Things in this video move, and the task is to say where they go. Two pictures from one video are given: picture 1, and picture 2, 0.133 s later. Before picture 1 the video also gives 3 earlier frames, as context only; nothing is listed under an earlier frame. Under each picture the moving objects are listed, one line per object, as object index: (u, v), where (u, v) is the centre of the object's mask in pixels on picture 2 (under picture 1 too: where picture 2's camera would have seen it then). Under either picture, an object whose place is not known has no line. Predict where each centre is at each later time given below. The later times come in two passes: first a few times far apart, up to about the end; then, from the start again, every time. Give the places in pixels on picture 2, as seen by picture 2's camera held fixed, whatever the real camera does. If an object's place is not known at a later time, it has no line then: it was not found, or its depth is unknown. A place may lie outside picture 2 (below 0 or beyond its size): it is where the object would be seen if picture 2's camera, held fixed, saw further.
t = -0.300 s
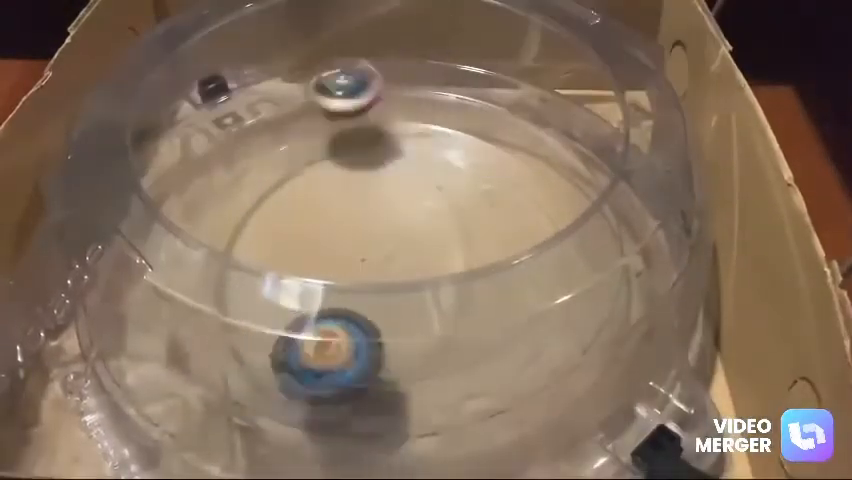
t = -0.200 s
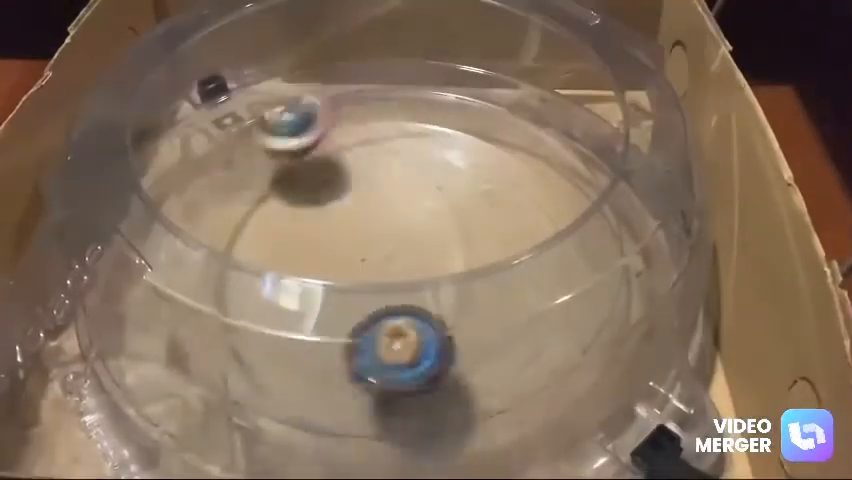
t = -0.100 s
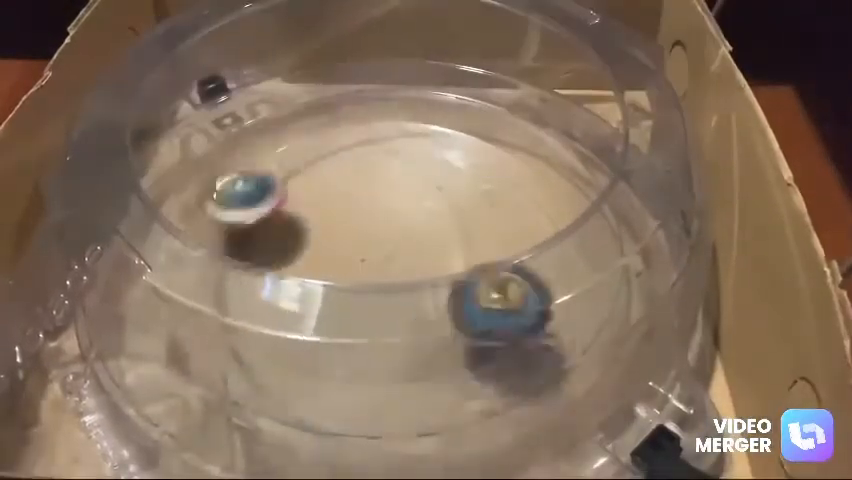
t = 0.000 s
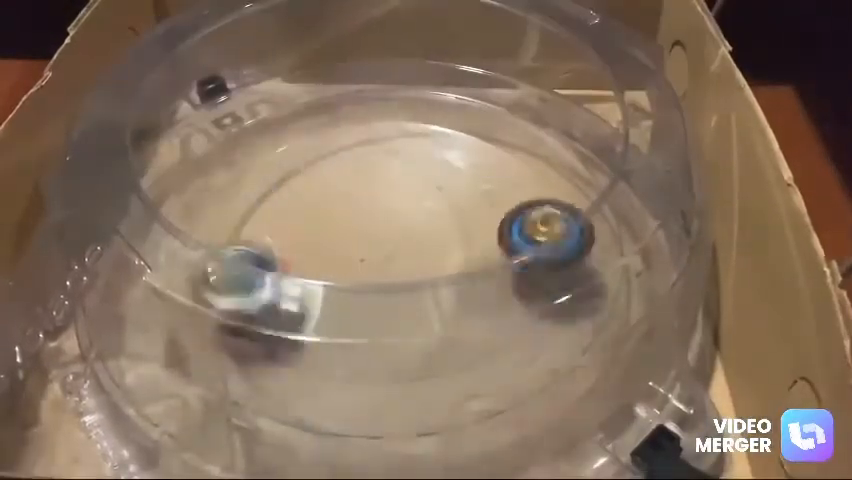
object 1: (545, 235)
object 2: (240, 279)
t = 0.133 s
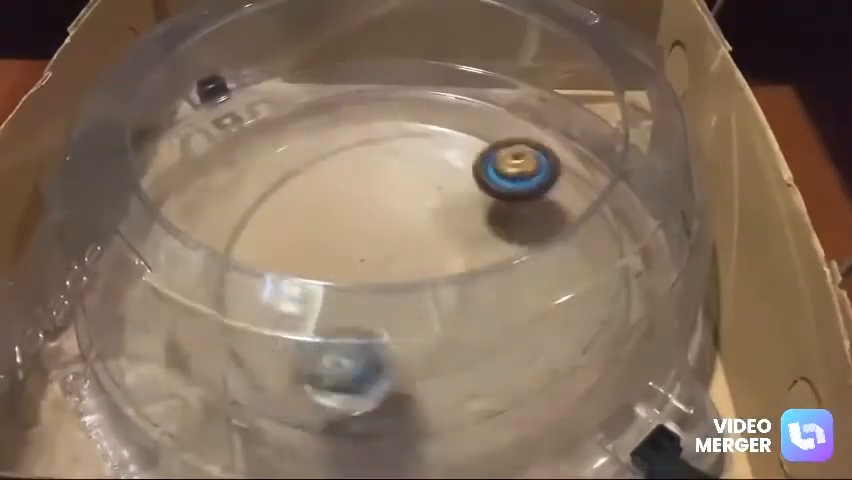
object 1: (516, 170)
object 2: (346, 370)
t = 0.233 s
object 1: (446, 158)
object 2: (462, 402)
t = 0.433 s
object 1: (301, 231)
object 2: (611, 319)
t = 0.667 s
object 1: (435, 309)
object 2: (565, 163)
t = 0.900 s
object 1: (521, 210)
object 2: (369, 109)
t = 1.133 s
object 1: (369, 159)
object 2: (148, 223)
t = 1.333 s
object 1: (259, 254)
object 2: (226, 360)
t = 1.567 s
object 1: (403, 321)
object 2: (478, 389)
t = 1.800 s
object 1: (473, 215)
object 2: (614, 248)
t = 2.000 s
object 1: (343, 166)
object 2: (564, 142)
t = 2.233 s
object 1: (264, 240)
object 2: (413, 87)
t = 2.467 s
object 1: (390, 283)
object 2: (247, 109)
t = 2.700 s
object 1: (444, 186)
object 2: (148, 239)
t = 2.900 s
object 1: (330, 164)
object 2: (261, 385)
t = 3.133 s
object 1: (302, 239)
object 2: (550, 354)
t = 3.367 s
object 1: (434, 260)
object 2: (601, 185)
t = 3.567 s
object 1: (448, 180)
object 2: (496, 92)
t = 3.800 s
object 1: (348, 181)
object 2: (315, 83)
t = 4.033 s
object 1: (342, 259)
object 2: (160, 191)
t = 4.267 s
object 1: (478, 243)
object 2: (206, 339)
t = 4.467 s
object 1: (457, 181)
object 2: (363, 404)
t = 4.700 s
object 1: (336, 199)
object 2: (564, 343)
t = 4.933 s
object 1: (348, 293)
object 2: (616, 218)
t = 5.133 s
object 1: (447, 281)
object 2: (556, 130)
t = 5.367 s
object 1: (432, 211)
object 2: (426, 88)
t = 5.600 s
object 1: (337, 214)
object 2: (289, 105)
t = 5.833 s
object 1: (367, 255)
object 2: (185, 185)
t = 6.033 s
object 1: (406, 240)
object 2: (186, 287)
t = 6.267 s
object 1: (352, 210)
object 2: (318, 379)
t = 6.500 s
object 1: (355, 252)
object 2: (509, 357)
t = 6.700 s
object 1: (418, 238)
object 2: (593, 271)
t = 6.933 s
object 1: (394, 214)
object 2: (571, 161)
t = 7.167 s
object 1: (374, 231)
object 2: (457, 103)
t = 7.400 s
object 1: (381, 235)
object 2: (325, 101)
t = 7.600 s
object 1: (384, 232)
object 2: (224, 149)
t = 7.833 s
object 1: (385, 232)
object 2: (182, 254)
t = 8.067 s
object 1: (386, 233)
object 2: (270, 353)
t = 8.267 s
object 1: (388, 234)
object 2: (416, 376)
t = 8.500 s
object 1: (388, 234)
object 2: (557, 308)
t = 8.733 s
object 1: (387, 235)
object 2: (580, 200)
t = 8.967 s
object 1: (384, 236)
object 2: (503, 124)
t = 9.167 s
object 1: (383, 236)
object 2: (366, 123)
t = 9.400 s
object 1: (383, 236)
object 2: (246, 225)
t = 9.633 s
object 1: (383, 236)
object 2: (374, 330)
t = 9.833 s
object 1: (383, 235)
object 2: (506, 272)
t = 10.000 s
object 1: (384, 235)
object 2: (493, 178)
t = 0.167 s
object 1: (496, 162)
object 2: (389, 394)
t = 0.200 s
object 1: (473, 158)
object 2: (425, 403)
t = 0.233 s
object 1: (446, 158)
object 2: (462, 402)
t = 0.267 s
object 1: (419, 163)
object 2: (498, 399)
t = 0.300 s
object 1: (392, 170)
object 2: (538, 394)
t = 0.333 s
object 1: (362, 182)
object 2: (568, 385)
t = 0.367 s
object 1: (336, 194)
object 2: (589, 367)
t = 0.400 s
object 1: (314, 210)
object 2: (602, 342)
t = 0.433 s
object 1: (301, 231)
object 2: (611, 319)
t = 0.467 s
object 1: (299, 244)
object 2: (615, 295)
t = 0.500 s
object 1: (312, 258)
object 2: (621, 273)
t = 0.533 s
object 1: (326, 286)
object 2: (616, 247)
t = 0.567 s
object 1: (348, 302)
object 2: (607, 227)
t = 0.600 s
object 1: (377, 311)
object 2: (593, 203)
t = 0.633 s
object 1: (409, 313)
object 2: (576, 176)
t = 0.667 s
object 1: (435, 309)
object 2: (565, 163)
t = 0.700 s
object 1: (464, 306)
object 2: (545, 147)
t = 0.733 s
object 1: (487, 298)
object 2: (521, 136)
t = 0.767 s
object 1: (504, 279)
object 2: (498, 122)
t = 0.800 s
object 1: (517, 261)
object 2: (471, 116)
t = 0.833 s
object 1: (524, 246)
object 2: (438, 110)
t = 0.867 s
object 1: (526, 225)
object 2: (405, 110)
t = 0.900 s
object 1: (521, 210)
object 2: (369, 109)
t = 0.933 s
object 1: (511, 193)
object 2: (330, 116)
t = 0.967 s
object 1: (497, 180)
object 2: (295, 126)
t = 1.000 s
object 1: (478, 168)
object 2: (263, 141)
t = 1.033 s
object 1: (454, 162)
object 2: (226, 161)
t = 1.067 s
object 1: (427, 158)
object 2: (198, 182)
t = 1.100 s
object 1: (399, 156)
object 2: (168, 203)
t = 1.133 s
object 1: (369, 159)
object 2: (148, 223)
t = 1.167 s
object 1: (341, 167)
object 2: (139, 238)
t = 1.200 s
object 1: (311, 180)
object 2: (142, 268)
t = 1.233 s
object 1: (288, 198)
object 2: (161, 294)
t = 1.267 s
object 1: (273, 216)
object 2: (182, 316)
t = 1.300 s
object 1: (262, 234)
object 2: (206, 334)
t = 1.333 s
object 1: (259, 254)
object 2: (226, 360)
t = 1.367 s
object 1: (265, 276)
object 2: (259, 376)
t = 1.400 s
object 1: (280, 295)
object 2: (286, 390)
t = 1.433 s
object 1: (301, 309)
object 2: (320, 398)
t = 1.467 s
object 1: (325, 320)
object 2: (355, 404)
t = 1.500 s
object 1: (351, 325)
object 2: (395, 403)
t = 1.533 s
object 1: (376, 325)
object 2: (436, 399)
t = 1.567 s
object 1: (403, 321)
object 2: (478, 389)
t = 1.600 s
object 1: (428, 311)
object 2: (512, 375)
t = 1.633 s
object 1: (447, 304)
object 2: (541, 358)
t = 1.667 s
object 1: (461, 287)
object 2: (569, 344)
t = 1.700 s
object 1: (473, 269)
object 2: (587, 321)
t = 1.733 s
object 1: (479, 252)
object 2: (605, 295)
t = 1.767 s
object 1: (480, 232)
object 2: (612, 271)
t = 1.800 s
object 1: (473, 215)
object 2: (614, 248)
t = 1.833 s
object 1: (461, 200)
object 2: (613, 231)
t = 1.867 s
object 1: (444, 186)
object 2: (609, 208)
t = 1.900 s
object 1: (422, 175)
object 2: (601, 190)
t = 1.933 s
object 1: (397, 167)
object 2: (589, 173)
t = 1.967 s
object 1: (371, 164)
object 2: (581, 158)
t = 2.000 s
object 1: (343, 166)
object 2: (564, 142)
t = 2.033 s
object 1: (317, 171)
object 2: (546, 129)
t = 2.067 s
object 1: (296, 181)
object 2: (527, 118)
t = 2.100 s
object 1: (279, 193)
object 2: (505, 109)
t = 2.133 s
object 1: (267, 206)
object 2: (485, 101)
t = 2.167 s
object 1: (260, 218)
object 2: (461, 96)
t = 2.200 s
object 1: (259, 232)
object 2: (437, 90)
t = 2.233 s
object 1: (264, 240)
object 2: (413, 87)
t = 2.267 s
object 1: (273, 248)
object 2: (388, 83)
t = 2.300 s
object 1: (288, 256)
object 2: (364, 84)
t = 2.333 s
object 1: (303, 262)
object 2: (340, 85)
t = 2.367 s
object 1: (328, 276)
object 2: (319, 89)
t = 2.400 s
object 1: (348, 284)
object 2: (296, 95)
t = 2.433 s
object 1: (366, 288)
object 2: (271, 100)
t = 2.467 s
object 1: (390, 283)
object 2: (247, 109)
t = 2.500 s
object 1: (412, 276)
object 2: (225, 120)
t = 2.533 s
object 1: (432, 267)
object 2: (207, 135)
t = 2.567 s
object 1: (449, 254)
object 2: (192, 152)
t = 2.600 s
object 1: (459, 237)
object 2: (174, 174)
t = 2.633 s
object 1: (462, 219)
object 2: (163, 192)
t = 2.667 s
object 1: (456, 202)
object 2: (155, 213)
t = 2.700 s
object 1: (444, 186)
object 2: (148, 239)
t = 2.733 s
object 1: (427, 174)
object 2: (154, 272)
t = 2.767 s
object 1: (408, 166)
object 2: (164, 294)
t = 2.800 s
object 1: (386, 160)
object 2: (176, 315)
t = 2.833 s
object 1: (366, 159)
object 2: (199, 345)
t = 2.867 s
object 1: (347, 161)
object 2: (219, 365)
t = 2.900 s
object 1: (330, 164)
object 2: (261, 385)
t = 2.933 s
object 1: (316, 172)
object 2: (299, 397)
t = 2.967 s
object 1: (305, 180)
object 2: (346, 405)
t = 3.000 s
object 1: (298, 190)
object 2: (392, 403)
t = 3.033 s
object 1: (294, 201)
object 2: (433, 400)
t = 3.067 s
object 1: (293, 213)
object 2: (481, 391)
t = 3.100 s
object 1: (296, 225)
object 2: (518, 374)
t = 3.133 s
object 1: (302, 239)
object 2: (550, 354)
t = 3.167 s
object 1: (314, 248)
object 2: (576, 333)
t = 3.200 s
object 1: (330, 255)
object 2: (596, 306)
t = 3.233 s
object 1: (349, 261)
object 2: (609, 283)
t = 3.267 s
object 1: (370, 264)
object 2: (614, 257)
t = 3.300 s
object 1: (393, 270)
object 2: (615, 230)
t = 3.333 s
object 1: (413, 267)
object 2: (612, 207)
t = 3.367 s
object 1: (434, 260)
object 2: (601, 185)
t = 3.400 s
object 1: (452, 249)
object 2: (587, 164)
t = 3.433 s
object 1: (462, 234)
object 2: (579, 143)
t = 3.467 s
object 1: (467, 219)
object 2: (559, 126)
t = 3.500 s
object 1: (465, 207)
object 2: (536, 113)
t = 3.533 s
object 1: (459, 191)
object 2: (518, 99)
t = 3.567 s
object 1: (448, 180)
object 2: (496, 92)
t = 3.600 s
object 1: (436, 173)
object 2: (472, 84)
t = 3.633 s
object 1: (423, 168)
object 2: (446, 77)
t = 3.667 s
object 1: (409, 165)
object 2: (421, 75)
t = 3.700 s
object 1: (393, 166)
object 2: (394, 72)
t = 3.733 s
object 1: (378, 169)
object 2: (367, 73)
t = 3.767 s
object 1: (363, 175)
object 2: (341, 77)
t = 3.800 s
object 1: (348, 181)
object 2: (315, 83)
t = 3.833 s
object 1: (337, 192)
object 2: (288, 91)
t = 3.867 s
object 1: (326, 204)
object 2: (258, 99)
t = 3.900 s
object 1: (319, 216)
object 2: (235, 117)
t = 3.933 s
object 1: (317, 230)
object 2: (212, 130)
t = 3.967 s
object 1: (319, 241)
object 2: (193, 150)
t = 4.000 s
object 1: (327, 250)
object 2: (174, 172)
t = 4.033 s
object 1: (342, 259)
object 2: (160, 191)
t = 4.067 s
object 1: (362, 274)
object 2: (154, 213)
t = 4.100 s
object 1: (383, 281)
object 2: (151, 237)
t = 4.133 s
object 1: (408, 284)
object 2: (153, 266)
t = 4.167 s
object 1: (431, 272)
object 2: (161, 283)
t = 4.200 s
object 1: (450, 272)
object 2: (172, 303)
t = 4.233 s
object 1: (466, 255)
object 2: (187, 324)
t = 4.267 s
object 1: (478, 243)
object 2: (206, 339)
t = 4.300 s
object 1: (485, 231)
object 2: (222, 357)
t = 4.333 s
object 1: (487, 219)
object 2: (242, 371)
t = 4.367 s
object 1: (485, 208)
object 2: (272, 383)
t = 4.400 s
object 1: (478, 201)
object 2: (296, 393)
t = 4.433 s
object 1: (469, 190)
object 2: (331, 398)
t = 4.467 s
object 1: (457, 181)
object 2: (363, 404)
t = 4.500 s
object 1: (442, 176)
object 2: (392, 404)
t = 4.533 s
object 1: (426, 173)
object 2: (428, 400)
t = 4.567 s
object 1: (407, 173)
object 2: (463, 393)
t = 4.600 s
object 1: (388, 175)
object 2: (494, 381)
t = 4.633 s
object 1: (369, 181)
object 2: (522, 367)
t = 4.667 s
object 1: (351, 188)
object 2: (544, 357)
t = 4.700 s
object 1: (336, 199)
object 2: (564, 343)
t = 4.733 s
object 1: (323, 210)
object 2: (582, 325)
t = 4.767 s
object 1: (315, 223)
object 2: (596, 306)
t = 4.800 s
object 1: (310, 238)
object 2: (606, 291)
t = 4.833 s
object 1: (312, 248)
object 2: (610, 273)
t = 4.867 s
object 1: (322, 258)
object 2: (613, 253)
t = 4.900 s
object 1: (335, 265)
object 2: (616, 237)
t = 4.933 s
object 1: (348, 293)
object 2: (616, 218)
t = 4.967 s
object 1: (366, 296)
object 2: (611, 201)
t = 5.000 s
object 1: (383, 300)
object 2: (600, 184)
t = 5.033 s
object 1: (400, 300)
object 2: (587, 171)
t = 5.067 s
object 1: (418, 294)
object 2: (584, 155)
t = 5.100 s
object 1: (434, 288)
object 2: (571, 141)
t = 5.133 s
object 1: (447, 281)
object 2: (556, 130)
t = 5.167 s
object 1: (456, 271)
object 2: (537, 118)
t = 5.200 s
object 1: (461, 261)
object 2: (521, 112)
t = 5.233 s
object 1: (464, 249)
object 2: (504, 105)
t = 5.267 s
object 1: (461, 238)
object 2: (485, 99)
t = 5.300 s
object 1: (455, 225)
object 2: (465, 96)
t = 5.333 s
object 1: (445, 218)
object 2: (445, 93)
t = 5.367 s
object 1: (432, 211)
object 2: (426, 88)
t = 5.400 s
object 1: (417, 205)
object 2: (404, 87)
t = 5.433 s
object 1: (401, 200)
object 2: (386, 87)
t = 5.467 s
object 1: (384, 199)
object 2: (364, 88)
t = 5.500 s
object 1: (368, 200)
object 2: (345, 90)
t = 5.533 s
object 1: (354, 203)
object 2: (326, 94)
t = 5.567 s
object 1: (344, 208)
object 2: (306, 98)
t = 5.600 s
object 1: (337, 214)
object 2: (289, 105)
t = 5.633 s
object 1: (333, 220)
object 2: (272, 113)
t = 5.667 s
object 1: (332, 227)
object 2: (251, 122)
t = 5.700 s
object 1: (335, 234)
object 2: (236, 134)
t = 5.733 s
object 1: (340, 242)
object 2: (221, 143)
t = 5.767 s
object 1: (347, 247)
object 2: (207, 156)
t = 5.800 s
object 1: (356, 252)
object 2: (194, 170)
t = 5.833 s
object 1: (367, 255)
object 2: (185, 185)
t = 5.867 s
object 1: (378, 256)
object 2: (174, 200)
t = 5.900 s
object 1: (387, 255)
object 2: (169, 215)
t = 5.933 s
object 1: (396, 252)
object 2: (174, 233)
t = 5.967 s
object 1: (403, 248)
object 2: (173, 252)
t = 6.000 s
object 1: (406, 244)
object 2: (179, 270)
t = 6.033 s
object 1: (406, 240)
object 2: (186, 287)
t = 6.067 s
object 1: (403, 234)
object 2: (194, 305)
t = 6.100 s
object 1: (398, 223)
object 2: (205, 320)
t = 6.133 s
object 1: (390, 217)
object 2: (225, 340)
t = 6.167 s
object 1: (381, 213)
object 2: (248, 349)
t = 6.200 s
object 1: (372, 210)
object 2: (267, 366)
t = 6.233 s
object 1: (363, 209)
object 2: (295, 375)
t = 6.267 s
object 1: (352, 210)
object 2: (318, 379)
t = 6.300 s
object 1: (344, 214)
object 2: (347, 382)
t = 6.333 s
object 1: (337, 220)
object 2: (378, 386)
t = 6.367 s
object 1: (333, 227)
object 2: (405, 386)
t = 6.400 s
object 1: (333, 235)
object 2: (430, 383)
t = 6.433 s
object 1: (337, 243)
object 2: (459, 377)
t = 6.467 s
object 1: (345, 248)
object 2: (485, 367)
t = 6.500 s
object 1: (355, 252)
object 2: (509, 357)
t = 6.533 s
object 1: (368, 254)
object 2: (529, 343)
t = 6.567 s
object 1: (382, 253)
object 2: (543, 329)
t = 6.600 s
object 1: (394, 251)
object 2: (561, 314)
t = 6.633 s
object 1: (405, 249)
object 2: (575, 301)
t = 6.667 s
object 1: (414, 243)
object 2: (585, 287)
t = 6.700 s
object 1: (418, 238)
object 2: (593, 271)
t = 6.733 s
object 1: (421, 229)
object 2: (597, 255)
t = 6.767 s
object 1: (420, 223)
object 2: (599, 237)
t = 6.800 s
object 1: (417, 220)
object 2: (596, 221)
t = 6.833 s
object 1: (412, 217)
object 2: (591, 200)
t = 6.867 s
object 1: (406, 216)
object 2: (585, 188)
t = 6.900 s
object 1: (400, 214)
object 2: (576, 174)
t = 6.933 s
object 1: (394, 214)
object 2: (571, 161)
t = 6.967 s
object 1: (389, 215)
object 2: (557, 152)
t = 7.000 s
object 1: (385, 216)
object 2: (545, 139)
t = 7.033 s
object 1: (381, 219)
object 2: (528, 128)
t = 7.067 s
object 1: (378, 222)
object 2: (510, 119)
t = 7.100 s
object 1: (376, 225)
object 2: (496, 111)
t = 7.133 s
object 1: (375, 228)
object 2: (477, 108)
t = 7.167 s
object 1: (374, 231)
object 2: (457, 103)
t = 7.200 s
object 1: (374, 233)
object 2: (439, 97)
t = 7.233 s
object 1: (374, 235)
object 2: (420, 96)
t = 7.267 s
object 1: (376, 236)
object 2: (401, 95)
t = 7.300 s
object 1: (377, 236)
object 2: (382, 94)
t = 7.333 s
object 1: (378, 236)
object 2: (362, 96)
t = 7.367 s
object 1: (380, 236)
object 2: (343, 99)
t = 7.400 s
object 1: (381, 235)
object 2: (325, 101)
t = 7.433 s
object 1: (383, 234)
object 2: (305, 106)
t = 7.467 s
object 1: (384, 233)
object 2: (291, 113)
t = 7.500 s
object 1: (384, 232)
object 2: (273, 117)
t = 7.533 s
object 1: (384, 232)
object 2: (254, 129)
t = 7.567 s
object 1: (385, 232)
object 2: (240, 137)
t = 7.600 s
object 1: (384, 232)
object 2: (224, 149)
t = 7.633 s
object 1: (385, 232)
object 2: (211, 162)
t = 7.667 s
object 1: (385, 231)
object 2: (202, 176)
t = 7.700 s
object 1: (384, 231)
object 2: (193, 189)
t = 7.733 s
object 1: (385, 231)
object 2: (188, 200)
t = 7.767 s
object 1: (384, 232)
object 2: (180, 217)
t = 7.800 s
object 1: (385, 232)
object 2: (184, 236)
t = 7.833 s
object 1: (385, 232)
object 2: (182, 254)
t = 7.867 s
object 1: (384, 232)
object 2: (188, 269)
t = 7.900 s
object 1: (385, 232)
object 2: (195, 283)
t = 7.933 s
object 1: (385, 232)
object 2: (203, 300)
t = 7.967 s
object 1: (385, 232)
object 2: (213, 313)
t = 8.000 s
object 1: (385, 233)
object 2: (234, 332)
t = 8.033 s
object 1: (385, 233)
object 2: (249, 344)
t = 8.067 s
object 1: (386, 233)
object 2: (270, 353)
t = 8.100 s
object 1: (386, 233)
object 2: (290, 364)
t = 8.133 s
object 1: (386, 234)
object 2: (314, 371)
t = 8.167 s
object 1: (387, 234)
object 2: (338, 374)
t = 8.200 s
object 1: (387, 234)
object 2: (364, 379)
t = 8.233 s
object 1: (388, 234)
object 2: (391, 377)
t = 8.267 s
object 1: (388, 234)
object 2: (416, 376)
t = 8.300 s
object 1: (388, 234)
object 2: (444, 372)
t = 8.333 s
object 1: (388, 235)
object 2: (465, 365)
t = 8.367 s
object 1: (388, 235)
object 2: (487, 356)
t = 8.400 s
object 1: (388, 235)
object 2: (509, 345)
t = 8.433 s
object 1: (388, 234)
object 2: (526, 332)
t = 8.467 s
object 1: (388, 235)
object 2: (541, 320)
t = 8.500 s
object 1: (388, 234)
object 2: (557, 308)
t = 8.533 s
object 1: (388, 235)
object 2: (568, 292)
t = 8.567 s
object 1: (388, 235)
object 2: (577, 279)
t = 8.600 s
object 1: (388, 235)
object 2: (584, 265)
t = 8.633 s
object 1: (388, 235)
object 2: (585, 249)
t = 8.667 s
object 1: (388, 235)
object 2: (589, 230)
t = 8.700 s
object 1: (388, 235)
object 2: (586, 213)
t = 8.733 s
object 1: (387, 235)
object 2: (580, 200)
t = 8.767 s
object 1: (387, 235)
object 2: (572, 185)
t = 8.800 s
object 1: (387, 235)
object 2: (567, 173)
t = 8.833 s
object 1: (386, 235)
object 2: (556, 160)
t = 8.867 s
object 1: (386, 235)
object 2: (545, 149)
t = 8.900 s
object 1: (385, 235)
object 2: (532, 139)
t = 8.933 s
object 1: (385, 236)
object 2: (518, 132)
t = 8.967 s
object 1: (384, 236)
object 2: (503, 124)
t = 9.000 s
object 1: (383, 236)
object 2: (485, 119)
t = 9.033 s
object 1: (383, 236)
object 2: (463, 116)
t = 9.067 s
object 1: (383, 236)
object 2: (439, 116)
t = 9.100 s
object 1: (383, 236)
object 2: (414, 117)
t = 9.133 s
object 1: (383, 236)
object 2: (389, 118)
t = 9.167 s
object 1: (383, 236)
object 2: (366, 123)
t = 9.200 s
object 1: (383, 236)
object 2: (343, 134)
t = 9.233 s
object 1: (383, 236)
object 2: (317, 143)
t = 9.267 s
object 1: (383, 236)
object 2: (296, 155)
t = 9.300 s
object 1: (383, 236)
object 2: (275, 173)
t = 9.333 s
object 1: (383, 236)
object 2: (261, 189)
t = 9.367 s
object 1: (383, 236)
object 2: (251, 205)
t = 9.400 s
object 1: (383, 236)
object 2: (246, 225)
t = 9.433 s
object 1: (383, 236)
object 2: (247, 245)
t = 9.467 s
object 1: (383, 236)
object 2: (254, 267)
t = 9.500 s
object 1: (383, 236)
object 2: (266, 287)
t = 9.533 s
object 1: (383, 235)
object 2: (282, 300)
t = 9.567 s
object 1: (384, 236)
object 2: (305, 314)
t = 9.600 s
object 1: (383, 236)
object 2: (344, 328)
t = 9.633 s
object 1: (383, 236)
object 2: (374, 330)
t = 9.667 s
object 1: (383, 236)
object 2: (405, 330)
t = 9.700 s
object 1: (383, 236)
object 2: (437, 323)
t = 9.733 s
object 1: (383, 236)
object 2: (462, 314)
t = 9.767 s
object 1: (383, 236)
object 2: (480, 296)
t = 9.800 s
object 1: (383, 236)
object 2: (491, 289)
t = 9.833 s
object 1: (383, 235)
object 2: (506, 272)
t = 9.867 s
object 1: (383, 235)
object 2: (514, 250)
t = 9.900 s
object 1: (383, 235)
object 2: (516, 234)
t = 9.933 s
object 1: (383, 235)
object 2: (515, 213)
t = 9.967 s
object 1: (383, 235)
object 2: (506, 195)
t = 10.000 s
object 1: (384, 235)
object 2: (493, 178)
